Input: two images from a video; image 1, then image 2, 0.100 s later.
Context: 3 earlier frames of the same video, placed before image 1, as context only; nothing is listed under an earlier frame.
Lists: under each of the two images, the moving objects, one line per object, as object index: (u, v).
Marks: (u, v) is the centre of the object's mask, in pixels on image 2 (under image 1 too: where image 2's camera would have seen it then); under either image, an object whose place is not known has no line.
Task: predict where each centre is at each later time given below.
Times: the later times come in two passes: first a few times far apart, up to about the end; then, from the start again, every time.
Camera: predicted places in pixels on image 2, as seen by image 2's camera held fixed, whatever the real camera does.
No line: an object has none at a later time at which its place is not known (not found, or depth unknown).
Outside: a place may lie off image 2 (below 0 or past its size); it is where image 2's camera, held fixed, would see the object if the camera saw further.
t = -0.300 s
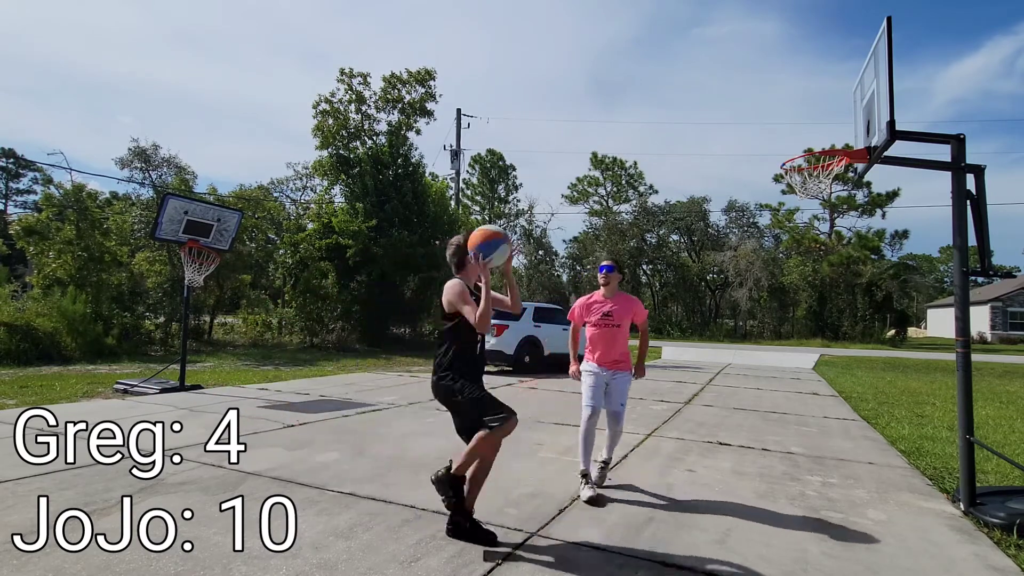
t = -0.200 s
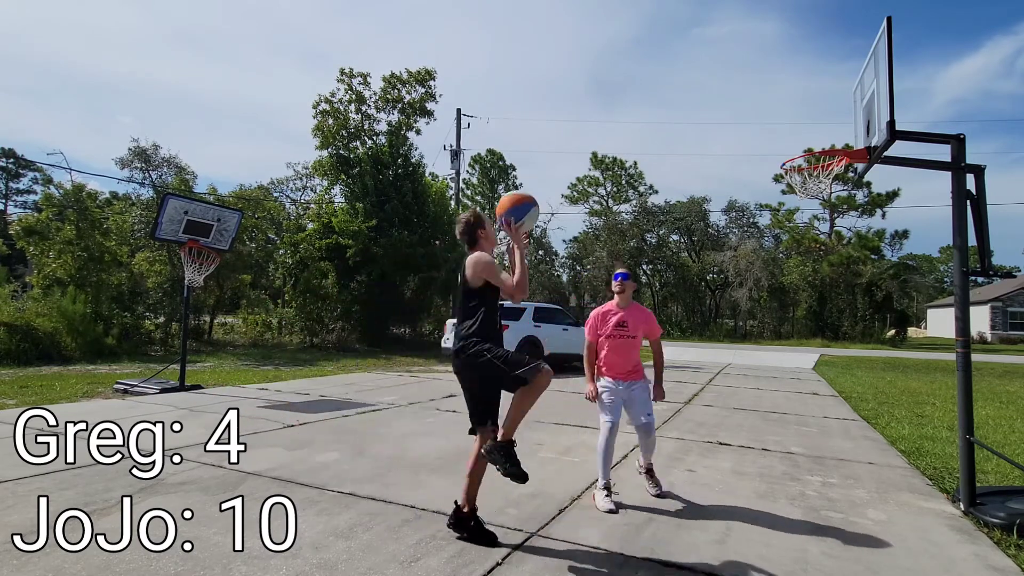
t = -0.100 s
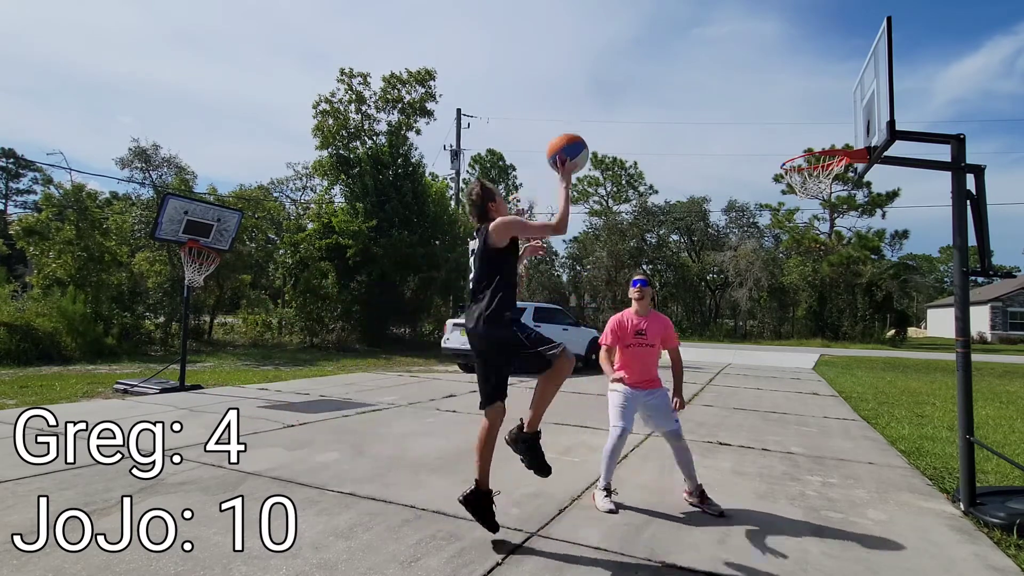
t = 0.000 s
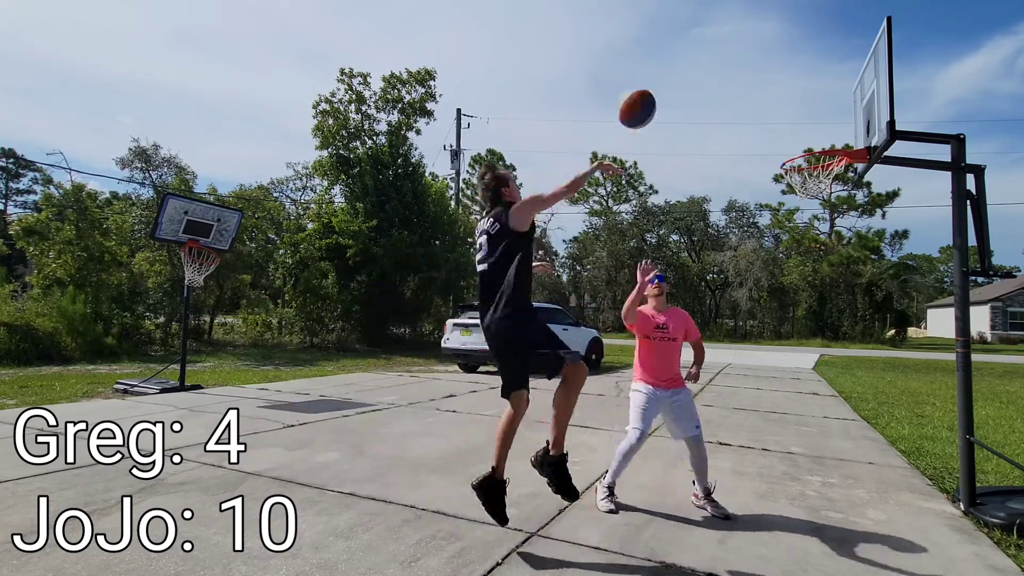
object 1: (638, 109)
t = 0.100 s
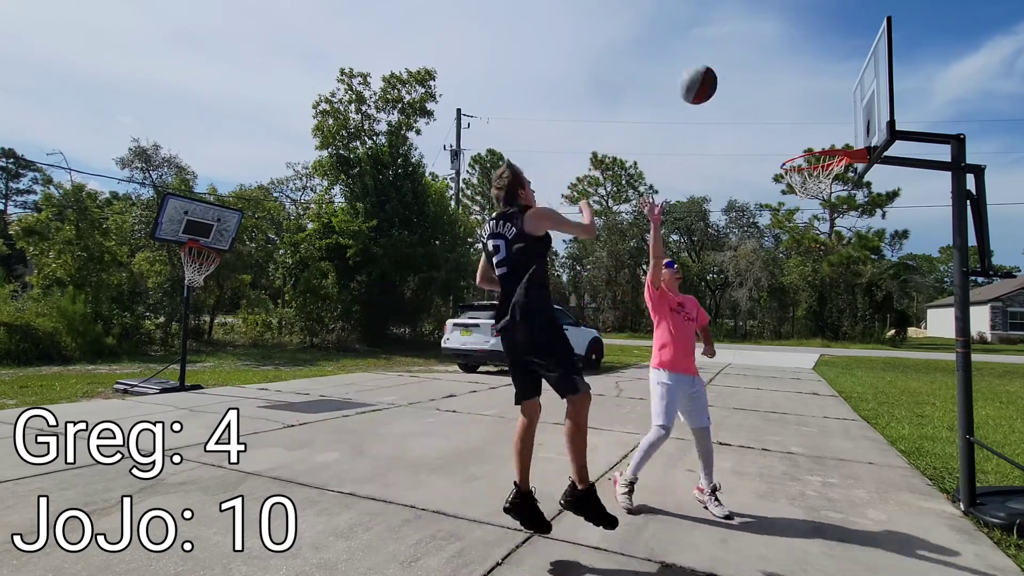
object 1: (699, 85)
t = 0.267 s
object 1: (783, 81)
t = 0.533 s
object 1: (832, 140)
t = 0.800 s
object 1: (809, 179)
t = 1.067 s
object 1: (826, 188)
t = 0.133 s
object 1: (717, 81)
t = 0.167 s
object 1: (735, 78)
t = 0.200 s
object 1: (751, 78)
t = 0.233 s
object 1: (768, 79)
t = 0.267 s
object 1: (783, 81)
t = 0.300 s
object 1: (798, 85)
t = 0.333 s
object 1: (812, 90)
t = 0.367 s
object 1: (826, 97)
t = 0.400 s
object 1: (839, 104)
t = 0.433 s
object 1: (852, 113)
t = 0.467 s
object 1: (853, 122)
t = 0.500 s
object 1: (842, 133)
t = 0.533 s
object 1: (832, 140)
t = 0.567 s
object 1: (815, 155)
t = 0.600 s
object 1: (809, 168)
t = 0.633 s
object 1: (800, 172)
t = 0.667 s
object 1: (801, 182)
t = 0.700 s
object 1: (797, 187)
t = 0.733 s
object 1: (798, 184)
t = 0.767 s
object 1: (802, 181)
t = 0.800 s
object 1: (809, 179)
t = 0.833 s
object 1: (812, 177)
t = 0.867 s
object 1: (816, 175)
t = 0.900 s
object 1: (821, 178)
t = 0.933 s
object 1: (824, 176)
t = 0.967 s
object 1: (826, 177)
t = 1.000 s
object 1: (827, 181)
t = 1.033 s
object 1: (826, 184)
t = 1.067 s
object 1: (826, 188)
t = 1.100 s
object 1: (825, 192)
